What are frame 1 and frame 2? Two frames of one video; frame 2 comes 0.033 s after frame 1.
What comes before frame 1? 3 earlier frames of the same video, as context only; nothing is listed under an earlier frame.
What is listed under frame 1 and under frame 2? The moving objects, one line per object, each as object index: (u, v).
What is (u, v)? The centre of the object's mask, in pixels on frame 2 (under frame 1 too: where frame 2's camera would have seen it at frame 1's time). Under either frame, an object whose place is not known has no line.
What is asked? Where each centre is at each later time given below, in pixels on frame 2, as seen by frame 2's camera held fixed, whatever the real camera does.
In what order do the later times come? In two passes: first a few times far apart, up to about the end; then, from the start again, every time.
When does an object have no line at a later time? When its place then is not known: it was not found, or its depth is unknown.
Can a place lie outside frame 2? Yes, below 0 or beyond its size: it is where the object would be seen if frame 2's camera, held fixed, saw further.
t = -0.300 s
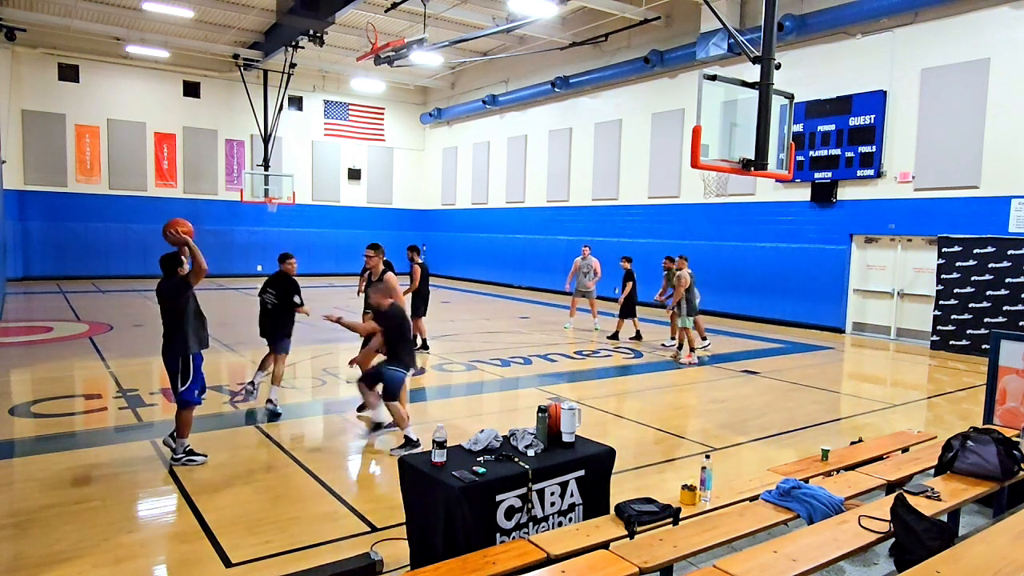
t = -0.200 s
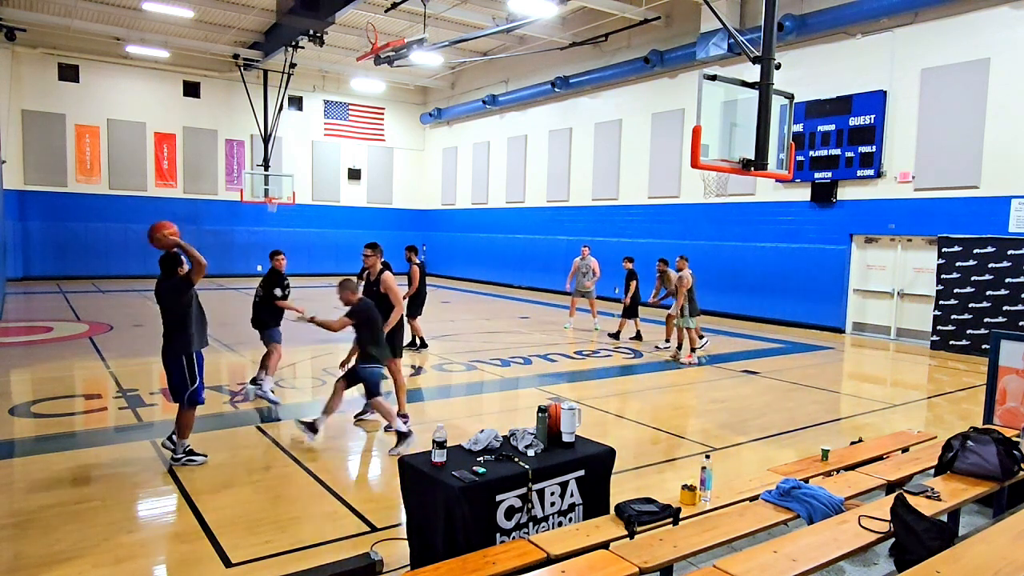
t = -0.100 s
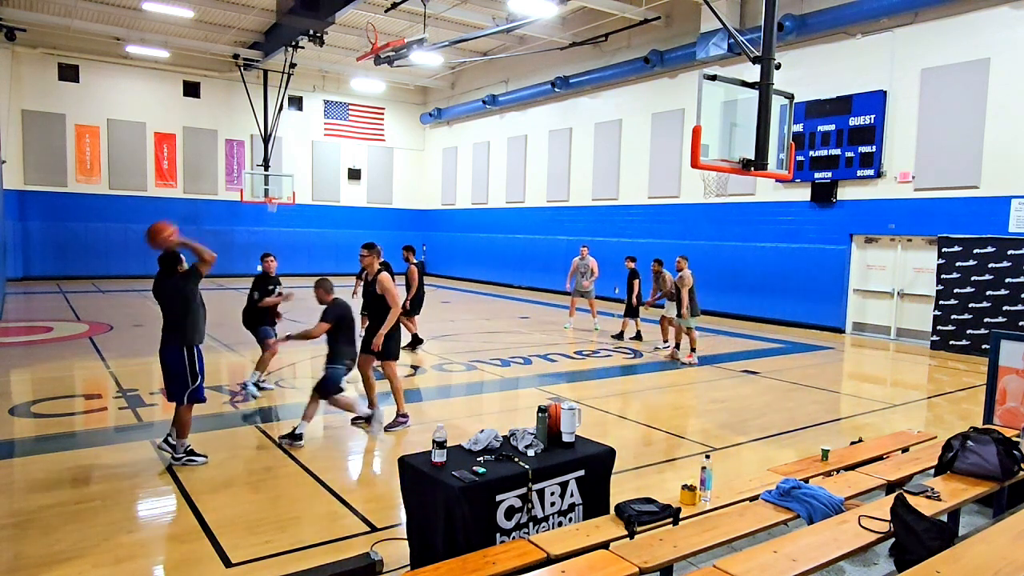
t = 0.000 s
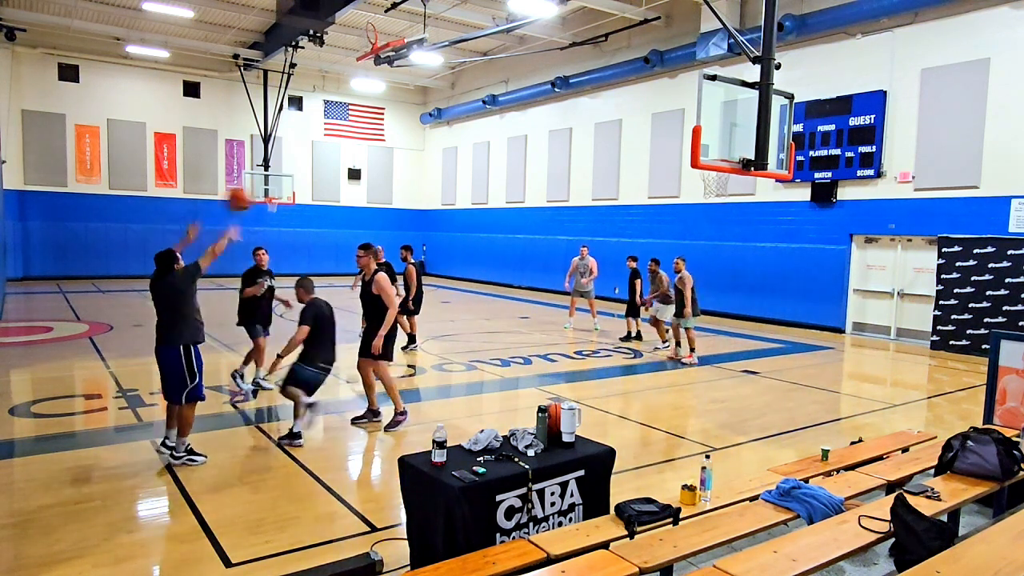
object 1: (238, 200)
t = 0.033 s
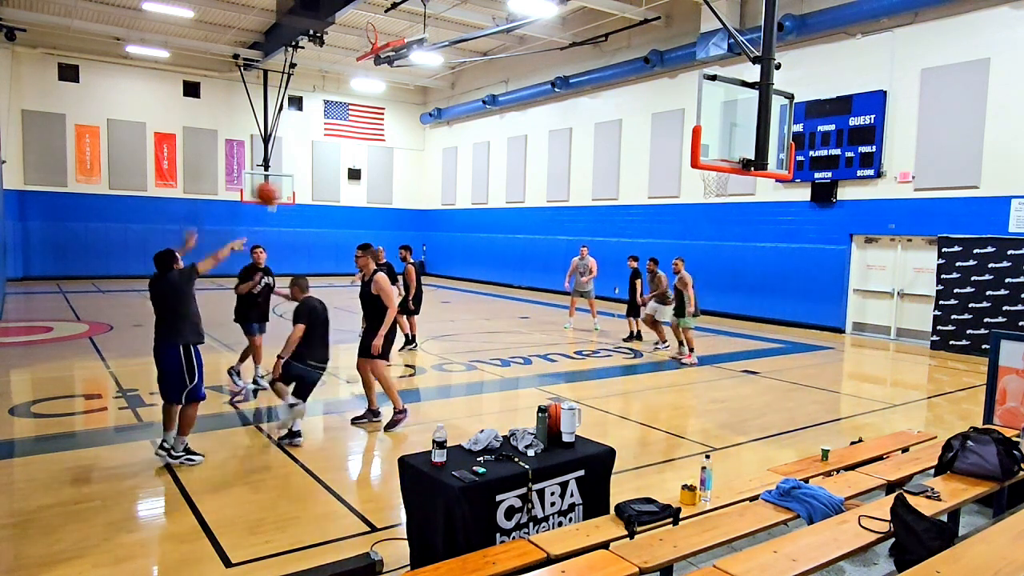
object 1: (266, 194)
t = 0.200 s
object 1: (370, 187)
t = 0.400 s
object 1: (448, 205)
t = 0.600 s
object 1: (500, 236)
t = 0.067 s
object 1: (291, 189)
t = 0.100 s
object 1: (314, 188)
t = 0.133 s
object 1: (334, 186)
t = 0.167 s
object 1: (353, 186)
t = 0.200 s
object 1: (370, 187)
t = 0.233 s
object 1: (385, 189)
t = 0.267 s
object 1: (400, 190)
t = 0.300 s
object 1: (413, 193)
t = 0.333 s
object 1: (425, 197)
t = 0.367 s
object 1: (437, 201)
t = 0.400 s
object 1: (448, 205)
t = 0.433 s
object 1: (458, 209)
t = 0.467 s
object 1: (467, 214)
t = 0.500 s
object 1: (477, 219)
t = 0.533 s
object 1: (485, 224)
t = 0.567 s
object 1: (492, 230)
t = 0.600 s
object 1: (500, 236)
